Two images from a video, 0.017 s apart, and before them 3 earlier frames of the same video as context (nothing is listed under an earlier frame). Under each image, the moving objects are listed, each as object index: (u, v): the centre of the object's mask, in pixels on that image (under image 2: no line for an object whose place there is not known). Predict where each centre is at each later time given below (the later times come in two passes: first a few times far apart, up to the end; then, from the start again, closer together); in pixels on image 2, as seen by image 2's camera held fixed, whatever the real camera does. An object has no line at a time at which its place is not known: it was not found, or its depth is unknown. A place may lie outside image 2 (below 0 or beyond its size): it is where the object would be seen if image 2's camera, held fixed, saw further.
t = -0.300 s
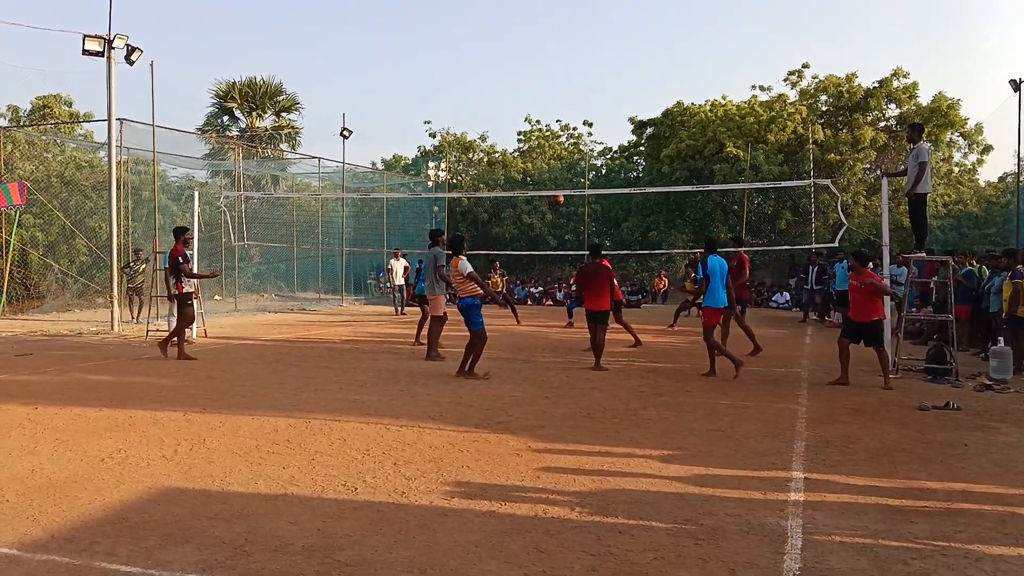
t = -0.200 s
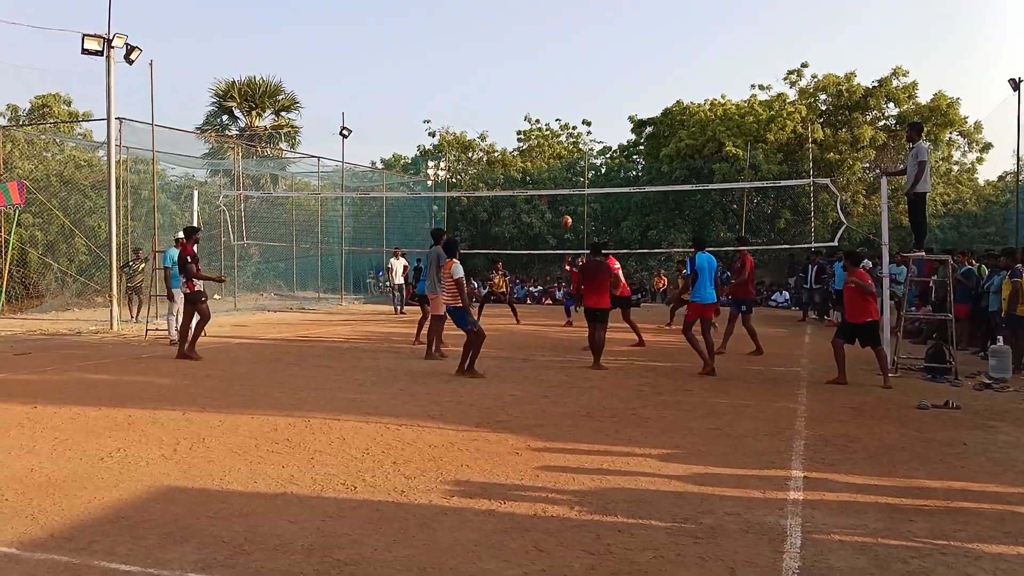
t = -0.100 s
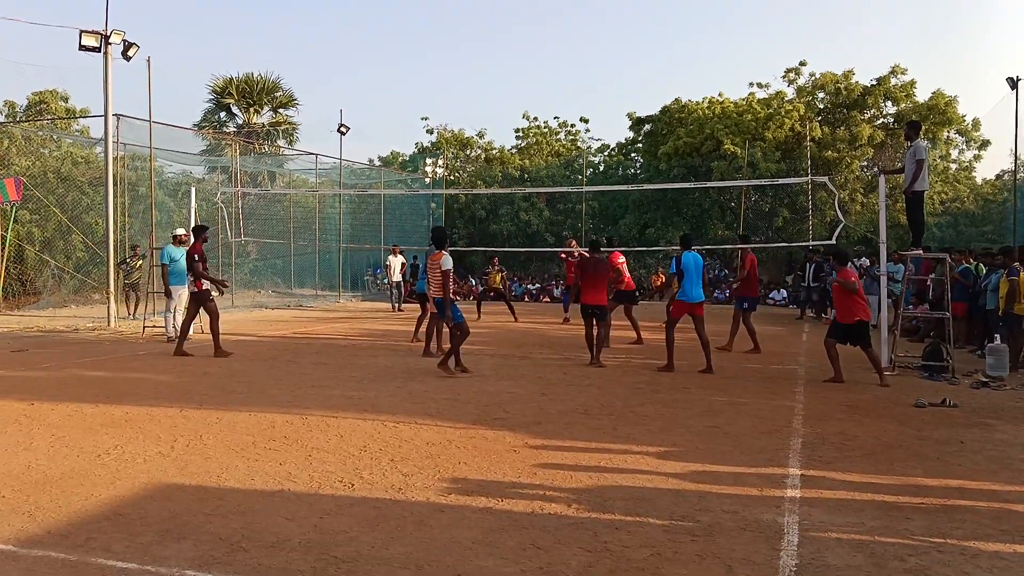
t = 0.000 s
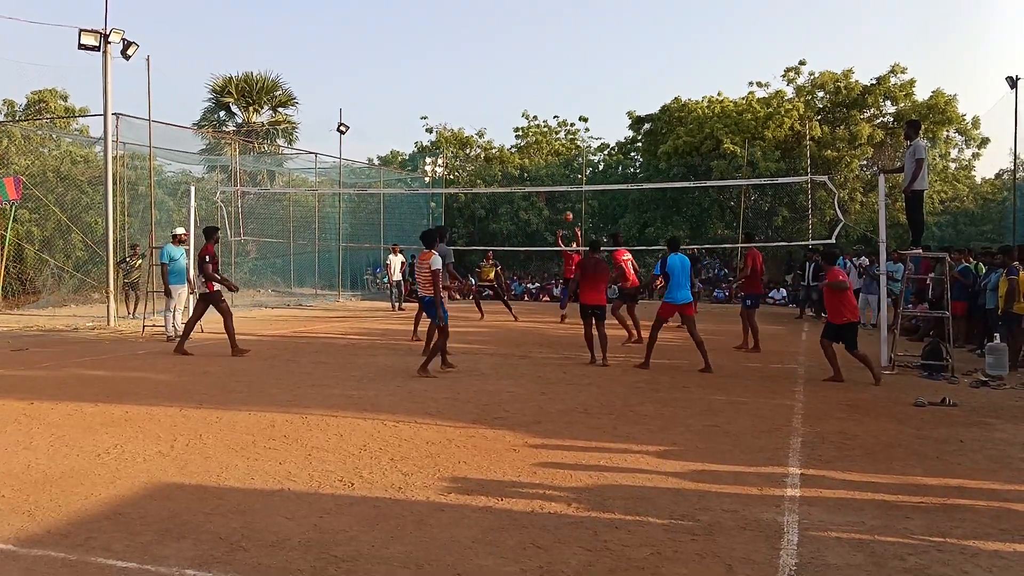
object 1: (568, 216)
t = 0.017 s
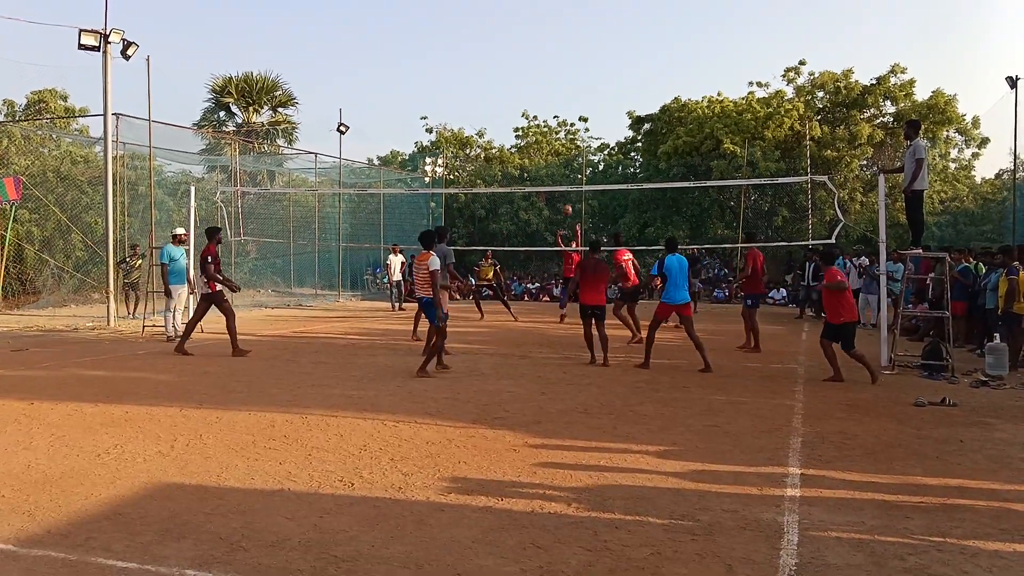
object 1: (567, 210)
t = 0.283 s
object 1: (551, 129)
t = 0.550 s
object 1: (534, 76)
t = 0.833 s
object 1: (515, 56)
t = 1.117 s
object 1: (493, 81)
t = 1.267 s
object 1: (481, 115)
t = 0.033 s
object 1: (567, 205)
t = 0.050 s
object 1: (566, 199)
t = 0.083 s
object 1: (565, 187)
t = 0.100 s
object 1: (563, 182)
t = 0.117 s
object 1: (562, 177)
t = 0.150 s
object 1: (560, 166)
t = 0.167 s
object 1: (559, 161)
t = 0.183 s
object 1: (558, 156)
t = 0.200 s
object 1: (557, 151)
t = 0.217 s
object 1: (557, 147)
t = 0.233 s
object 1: (555, 142)
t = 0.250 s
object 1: (554, 138)
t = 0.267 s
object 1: (552, 134)
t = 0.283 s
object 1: (551, 129)
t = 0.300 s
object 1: (550, 125)
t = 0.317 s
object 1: (549, 120)
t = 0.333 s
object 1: (548, 116)
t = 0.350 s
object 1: (547, 113)
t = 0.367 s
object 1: (546, 109)
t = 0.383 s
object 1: (545, 105)
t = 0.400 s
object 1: (544, 102)
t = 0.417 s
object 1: (543, 98)
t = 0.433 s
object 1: (542, 95)
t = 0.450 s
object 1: (541, 92)
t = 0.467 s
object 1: (540, 89)
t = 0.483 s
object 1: (539, 86)
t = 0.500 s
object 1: (537, 83)
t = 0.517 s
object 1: (536, 80)
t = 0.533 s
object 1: (535, 78)
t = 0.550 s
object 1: (534, 76)
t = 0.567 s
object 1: (533, 74)
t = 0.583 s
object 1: (532, 71)
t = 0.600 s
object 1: (531, 69)
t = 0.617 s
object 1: (530, 67)
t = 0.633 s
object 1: (529, 66)
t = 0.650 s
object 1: (528, 64)
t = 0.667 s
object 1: (527, 63)
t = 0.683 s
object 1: (526, 62)
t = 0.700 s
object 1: (525, 60)
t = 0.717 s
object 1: (524, 59)
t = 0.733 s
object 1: (522, 58)
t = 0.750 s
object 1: (521, 58)
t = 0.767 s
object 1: (520, 57)
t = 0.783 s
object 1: (519, 57)
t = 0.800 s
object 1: (517, 56)
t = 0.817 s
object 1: (516, 56)
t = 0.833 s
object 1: (515, 56)
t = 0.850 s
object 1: (514, 57)
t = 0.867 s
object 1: (513, 57)
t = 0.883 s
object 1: (511, 57)
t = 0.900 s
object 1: (510, 58)
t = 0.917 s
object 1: (509, 59)
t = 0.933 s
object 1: (508, 60)
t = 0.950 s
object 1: (507, 61)
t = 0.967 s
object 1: (505, 62)
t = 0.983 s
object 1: (504, 64)
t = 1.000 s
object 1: (503, 65)
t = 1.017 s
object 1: (502, 67)
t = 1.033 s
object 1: (500, 69)
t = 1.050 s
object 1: (499, 71)
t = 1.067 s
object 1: (498, 74)
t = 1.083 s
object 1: (496, 76)
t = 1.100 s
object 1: (495, 79)
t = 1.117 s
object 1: (493, 81)
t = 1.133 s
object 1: (492, 84)
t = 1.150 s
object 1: (491, 88)
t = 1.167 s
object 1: (489, 91)
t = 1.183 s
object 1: (488, 94)
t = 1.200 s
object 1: (486, 98)
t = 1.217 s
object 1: (485, 102)
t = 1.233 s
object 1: (484, 106)
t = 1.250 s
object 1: (482, 110)
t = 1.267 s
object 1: (481, 115)
